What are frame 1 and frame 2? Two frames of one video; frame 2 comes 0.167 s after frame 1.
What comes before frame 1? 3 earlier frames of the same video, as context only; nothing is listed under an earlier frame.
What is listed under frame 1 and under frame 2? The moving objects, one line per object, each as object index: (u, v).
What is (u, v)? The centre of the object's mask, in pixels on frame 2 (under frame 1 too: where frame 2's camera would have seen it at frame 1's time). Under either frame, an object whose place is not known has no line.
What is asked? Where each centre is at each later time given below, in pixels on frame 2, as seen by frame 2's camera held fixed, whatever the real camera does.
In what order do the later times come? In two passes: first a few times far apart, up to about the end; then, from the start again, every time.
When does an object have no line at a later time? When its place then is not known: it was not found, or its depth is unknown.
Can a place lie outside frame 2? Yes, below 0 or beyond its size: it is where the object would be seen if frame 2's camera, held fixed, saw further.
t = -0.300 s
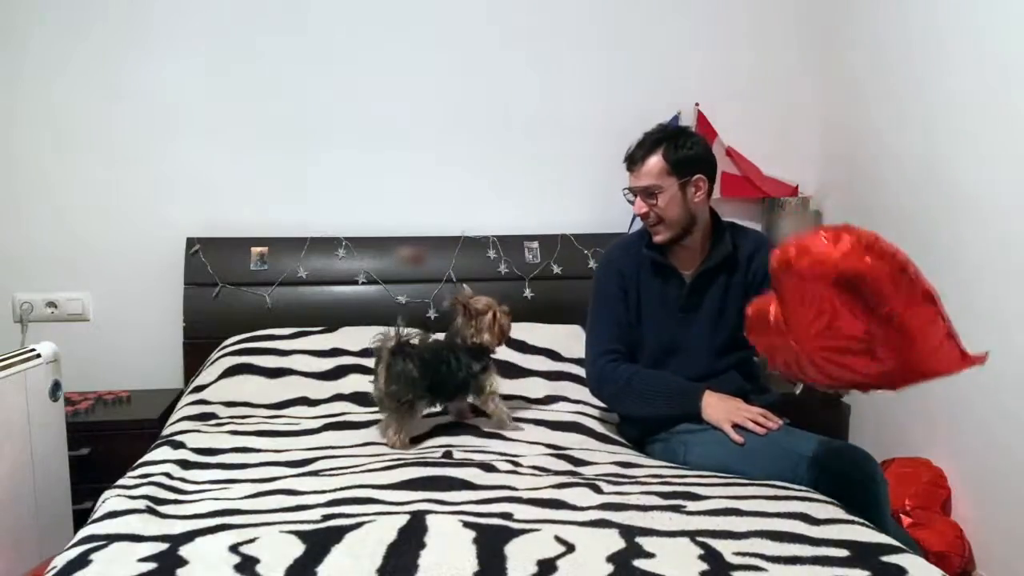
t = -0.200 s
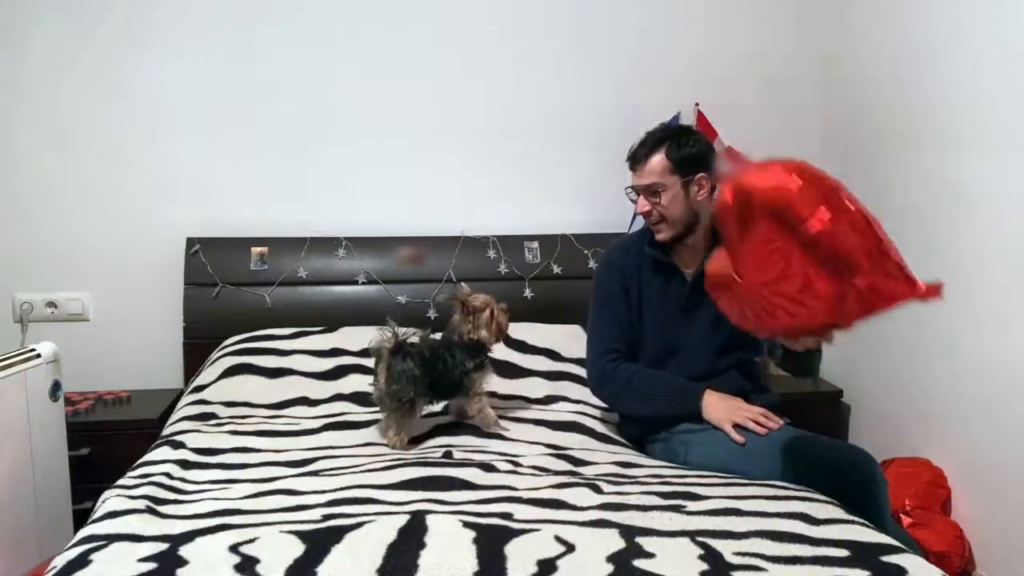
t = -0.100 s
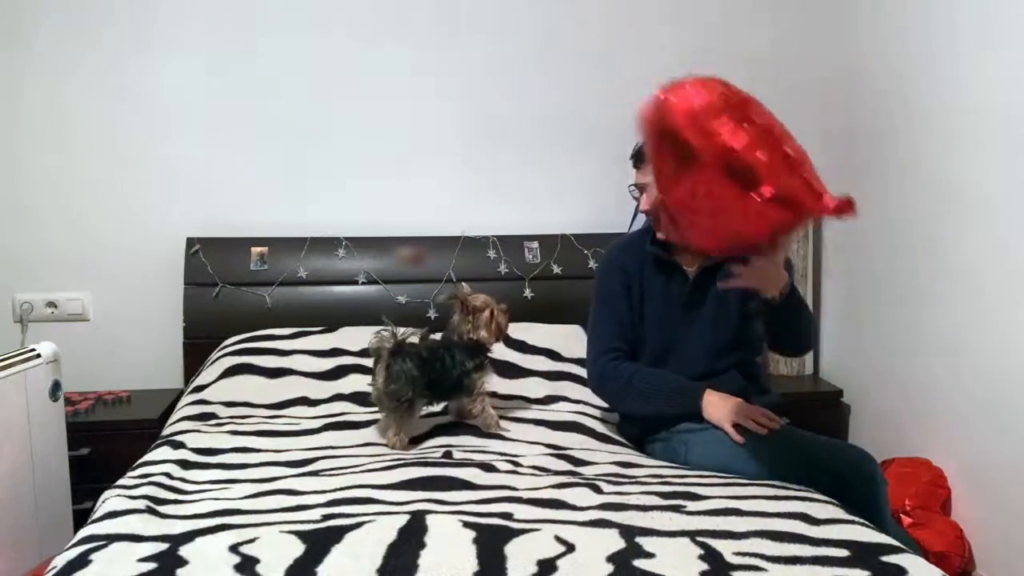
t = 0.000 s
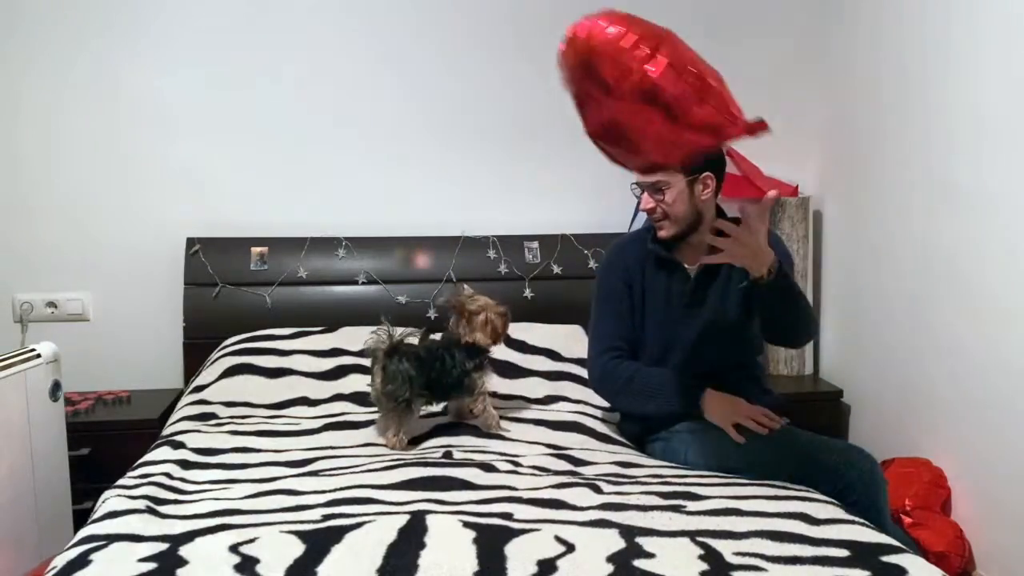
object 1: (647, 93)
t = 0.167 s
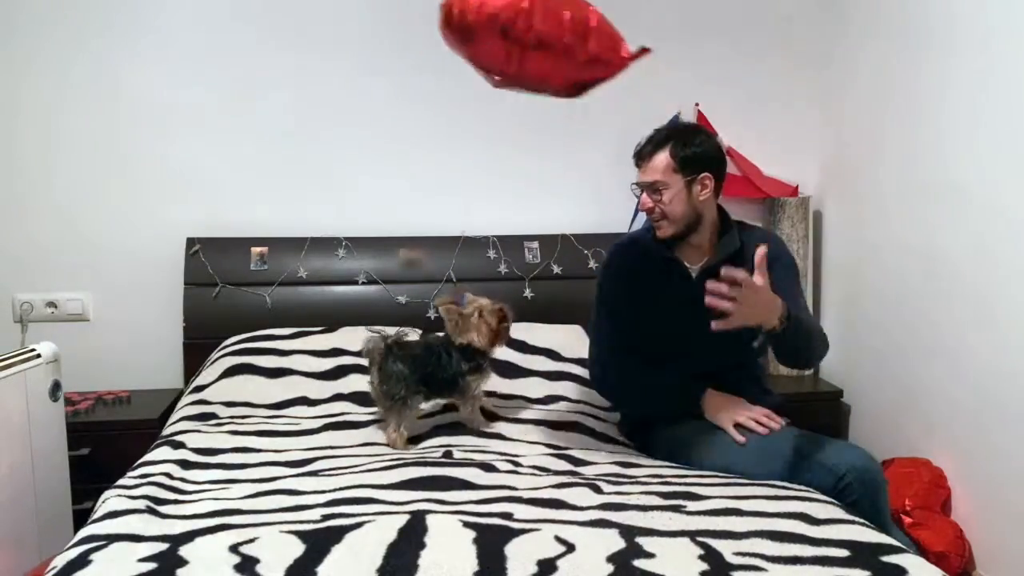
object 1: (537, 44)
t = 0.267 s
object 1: (478, 39)
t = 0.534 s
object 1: (354, 73)
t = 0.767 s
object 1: (291, 160)
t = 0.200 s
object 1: (517, 40)
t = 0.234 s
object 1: (497, 39)
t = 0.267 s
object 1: (478, 39)
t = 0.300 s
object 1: (460, 40)
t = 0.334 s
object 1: (442, 42)
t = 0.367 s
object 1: (426, 46)
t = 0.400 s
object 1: (410, 50)
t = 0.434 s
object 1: (395, 55)
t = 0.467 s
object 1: (381, 60)
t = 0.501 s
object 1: (367, 66)
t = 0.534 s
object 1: (354, 73)
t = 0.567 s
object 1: (342, 81)
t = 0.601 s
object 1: (331, 91)
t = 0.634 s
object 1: (322, 103)
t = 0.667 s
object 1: (313, 115)
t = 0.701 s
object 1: (305, 129)
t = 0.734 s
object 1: (298, 144)
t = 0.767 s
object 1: (291, 160)
